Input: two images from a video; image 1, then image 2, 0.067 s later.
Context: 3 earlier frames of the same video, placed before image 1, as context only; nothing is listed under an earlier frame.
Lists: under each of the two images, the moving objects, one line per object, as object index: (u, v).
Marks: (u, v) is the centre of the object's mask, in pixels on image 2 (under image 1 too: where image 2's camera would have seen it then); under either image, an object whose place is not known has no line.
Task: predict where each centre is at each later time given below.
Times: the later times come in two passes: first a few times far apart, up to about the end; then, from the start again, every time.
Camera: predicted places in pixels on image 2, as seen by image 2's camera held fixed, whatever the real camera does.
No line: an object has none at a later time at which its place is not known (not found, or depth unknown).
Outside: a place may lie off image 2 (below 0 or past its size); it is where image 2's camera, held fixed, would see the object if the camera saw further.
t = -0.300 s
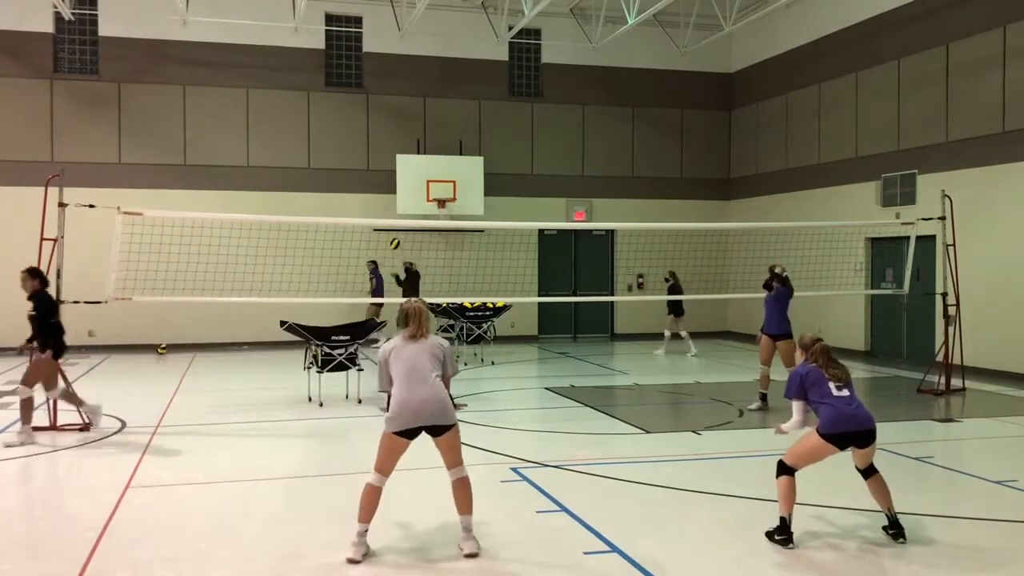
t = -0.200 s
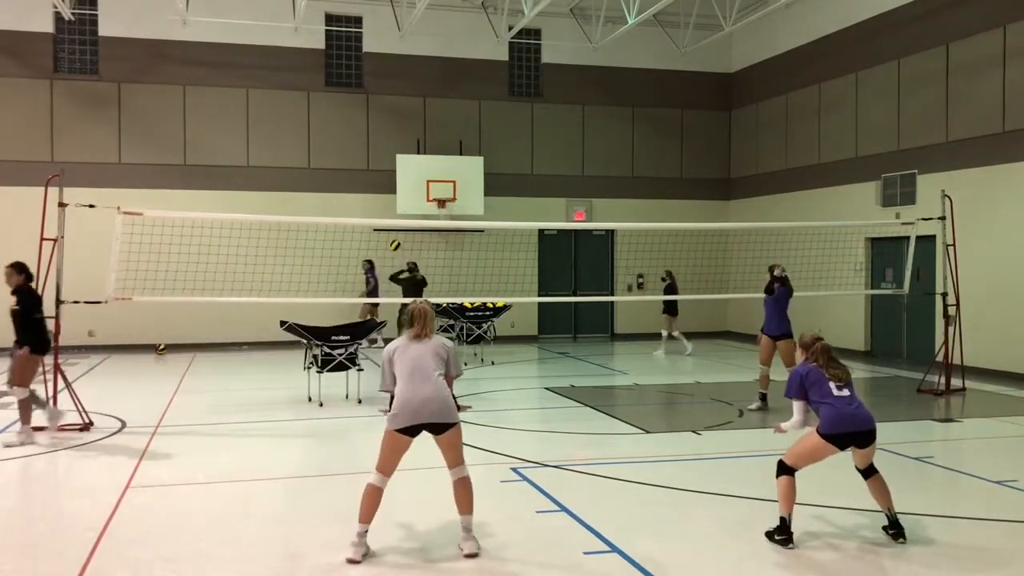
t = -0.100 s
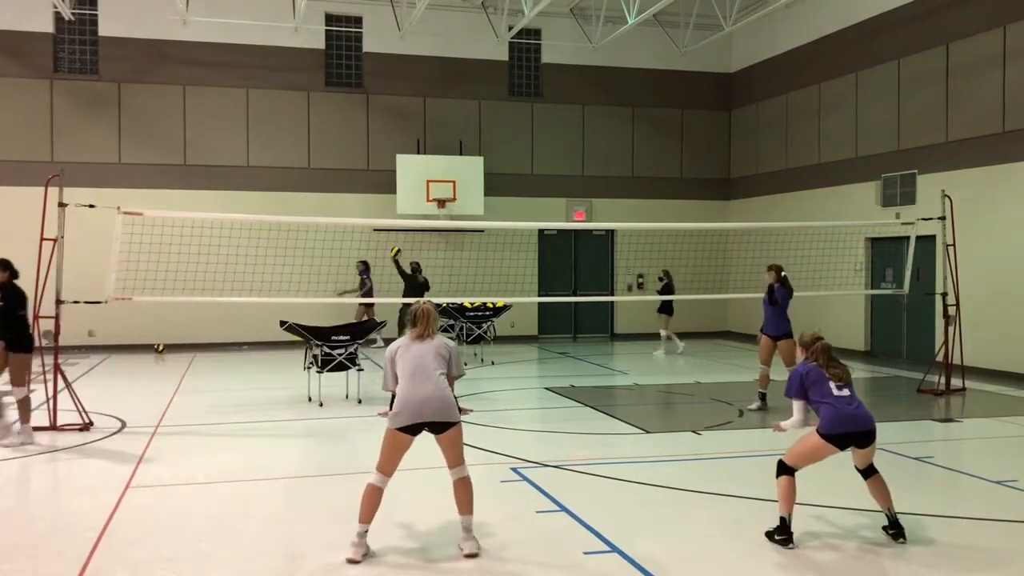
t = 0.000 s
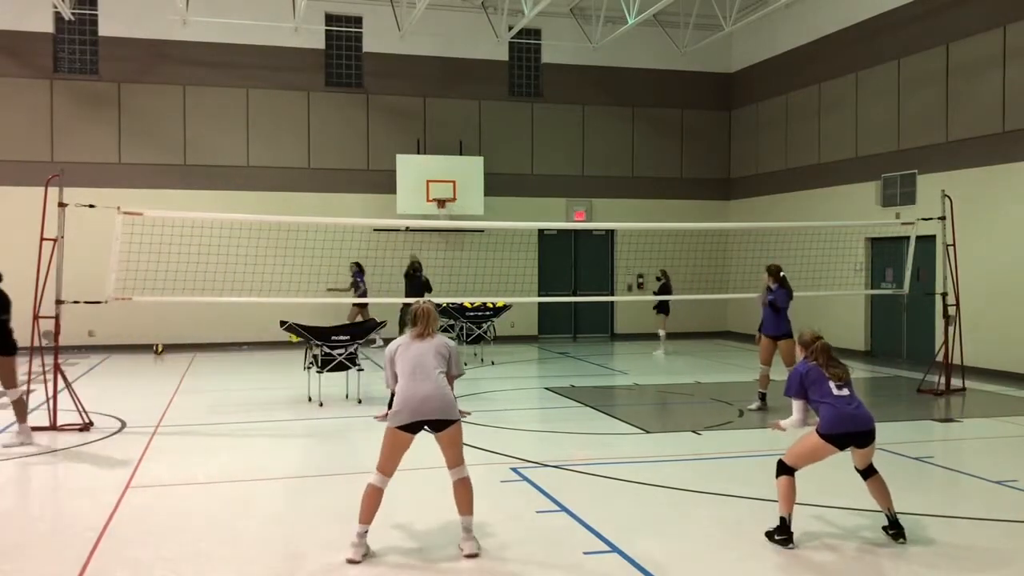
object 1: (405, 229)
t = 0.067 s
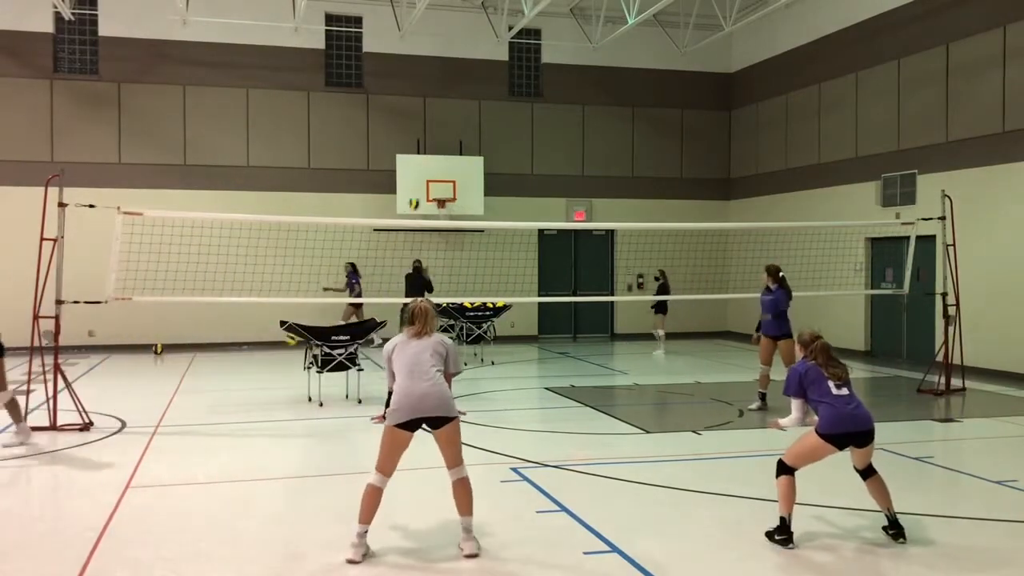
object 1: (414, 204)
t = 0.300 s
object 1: (447, 140)
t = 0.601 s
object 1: (514, 89)
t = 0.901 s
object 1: (609, 97)
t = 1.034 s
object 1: (666, 139)
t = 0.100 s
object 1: (417, 193)
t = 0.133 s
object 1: (422, 184)
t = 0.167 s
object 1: (427, 173)
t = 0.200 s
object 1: (431, 166)
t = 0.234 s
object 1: (436, 156)
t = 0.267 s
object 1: (441, 148)
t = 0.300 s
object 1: (447, 140)
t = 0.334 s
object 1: (453, 133)
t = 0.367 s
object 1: (460, 126)
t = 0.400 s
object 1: (467, 119)
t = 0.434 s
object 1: (474, 113)
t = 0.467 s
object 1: (481, 108)
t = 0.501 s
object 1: (489, 102)
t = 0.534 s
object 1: (497, 97)
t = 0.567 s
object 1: (505, 93)
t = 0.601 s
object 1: (514, 89)
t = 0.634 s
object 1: (523, 86)
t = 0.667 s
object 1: (533, 84)
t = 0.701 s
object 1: (542, 82)
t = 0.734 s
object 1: (553, 82)
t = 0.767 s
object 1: (562, 82)
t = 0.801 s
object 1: (573, 84)
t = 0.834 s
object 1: (584, 86)
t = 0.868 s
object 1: (596, 91)
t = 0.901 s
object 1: (609, 97)
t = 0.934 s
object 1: (622, 105)
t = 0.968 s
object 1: (636, 114)
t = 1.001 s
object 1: (650, 125)
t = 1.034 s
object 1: (666, 139)
